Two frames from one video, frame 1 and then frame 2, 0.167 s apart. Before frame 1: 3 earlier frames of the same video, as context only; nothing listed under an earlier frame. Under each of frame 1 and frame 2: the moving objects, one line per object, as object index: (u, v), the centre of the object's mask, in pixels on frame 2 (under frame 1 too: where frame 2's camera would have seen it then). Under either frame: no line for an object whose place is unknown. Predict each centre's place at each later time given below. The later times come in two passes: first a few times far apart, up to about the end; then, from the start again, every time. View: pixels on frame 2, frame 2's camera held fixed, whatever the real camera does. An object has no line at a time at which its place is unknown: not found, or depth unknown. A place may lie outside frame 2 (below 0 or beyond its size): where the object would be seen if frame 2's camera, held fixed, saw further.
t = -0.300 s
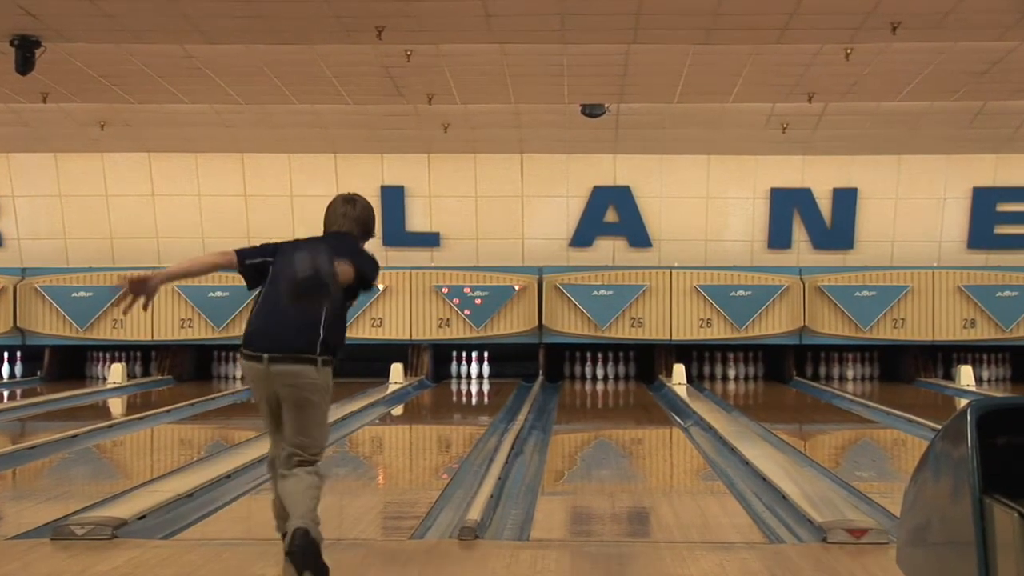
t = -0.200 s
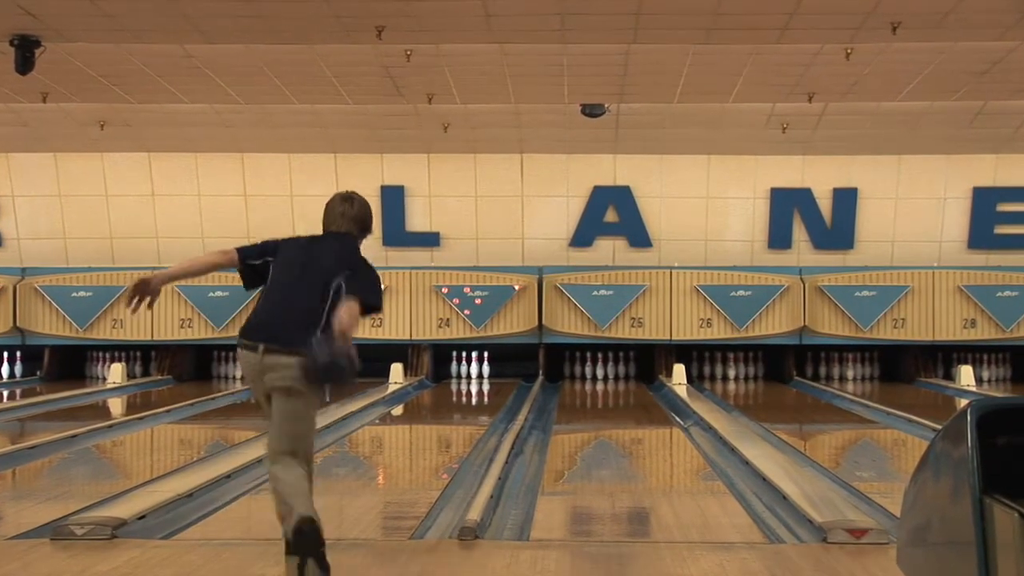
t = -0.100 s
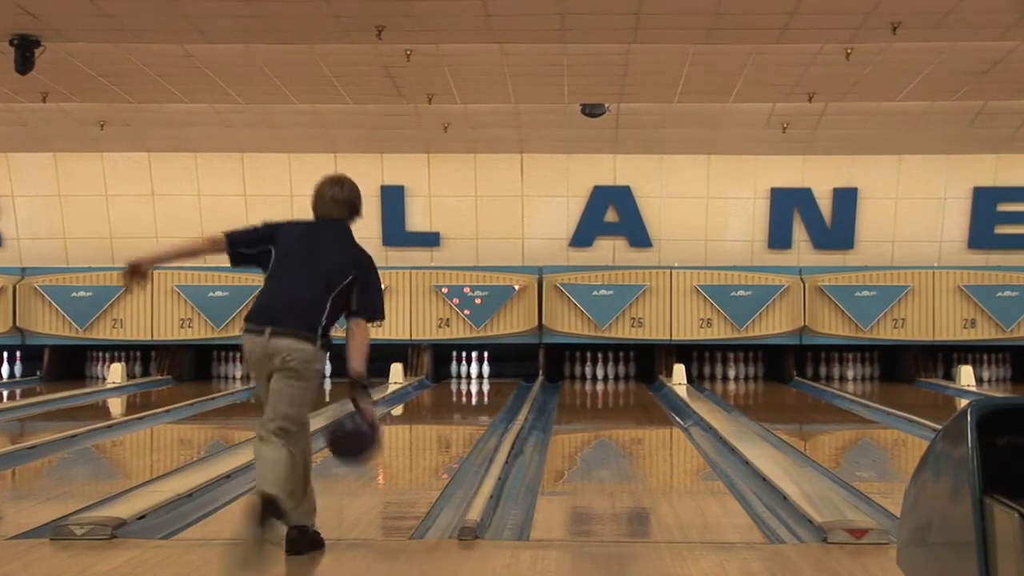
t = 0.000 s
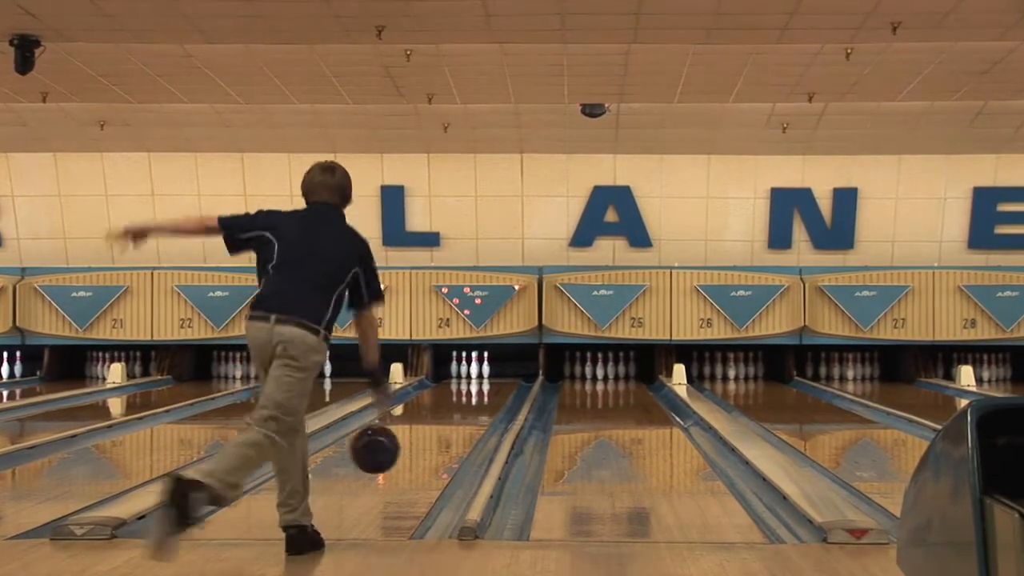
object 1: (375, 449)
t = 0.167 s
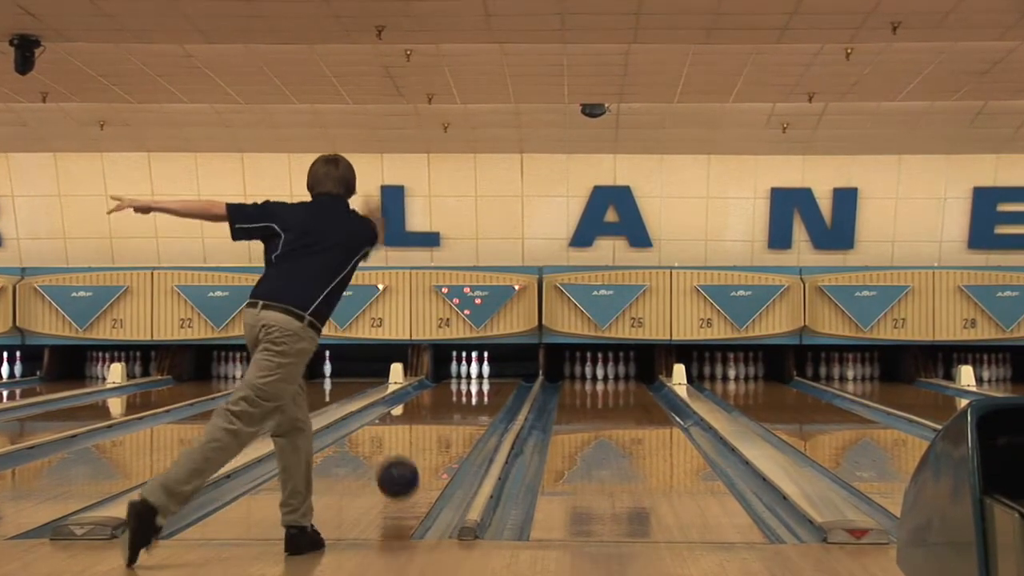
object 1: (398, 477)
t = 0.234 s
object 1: (405, 480)
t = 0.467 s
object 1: (426, 454)
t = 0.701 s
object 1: (440, 435)
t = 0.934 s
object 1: (450, 421)
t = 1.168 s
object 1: (459, 408)
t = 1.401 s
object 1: (463, 398)
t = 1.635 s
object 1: (466, 391)
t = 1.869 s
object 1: (469, 385)
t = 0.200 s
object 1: (402, 485)
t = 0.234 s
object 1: (405, 480)
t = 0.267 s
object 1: (409, 475)
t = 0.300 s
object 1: (412, 472)
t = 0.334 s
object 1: (415, 468)
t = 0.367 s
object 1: (418, 464)
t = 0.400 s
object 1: (421, 460)
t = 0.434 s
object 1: (423, 457)
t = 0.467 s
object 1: (426, 454)
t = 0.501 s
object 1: (428, 450)
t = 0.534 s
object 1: (431, 447)
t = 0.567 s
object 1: (432, 445)
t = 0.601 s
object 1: (435, 442)
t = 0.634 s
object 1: (436, 440)
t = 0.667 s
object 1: (438, 437)
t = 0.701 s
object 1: (440, 435)
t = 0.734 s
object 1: (442, 433)
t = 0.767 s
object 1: (444, 431)
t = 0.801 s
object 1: (445, 429)
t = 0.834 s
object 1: (447, 426)
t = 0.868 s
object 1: (448, 425)
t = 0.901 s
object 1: (449, 423)
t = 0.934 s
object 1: (450, 421)
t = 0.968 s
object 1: (451, 419)
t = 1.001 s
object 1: (453, 416)
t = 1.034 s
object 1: (454, 415)
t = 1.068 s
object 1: (455, 414)
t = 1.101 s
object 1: (456, 413)
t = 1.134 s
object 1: (458, 410)
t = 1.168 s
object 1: (459, 408)
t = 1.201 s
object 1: (459, 407)
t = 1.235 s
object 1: (459, 406)
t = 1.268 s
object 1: (460, 405)
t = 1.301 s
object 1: (461, 403)
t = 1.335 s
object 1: (462, 401)
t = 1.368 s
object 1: (463, 400)
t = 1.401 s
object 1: (463, 398)
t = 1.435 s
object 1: (464, 398)
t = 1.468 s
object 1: (465, 396)
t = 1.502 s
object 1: (465, 395)
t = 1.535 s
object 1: (466, 394)
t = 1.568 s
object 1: (466, 393)
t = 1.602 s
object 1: (467, 393)
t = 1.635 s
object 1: (466, 391)
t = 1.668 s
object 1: (467, 389)
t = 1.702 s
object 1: (468, 388)
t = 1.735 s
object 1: (468, 387)
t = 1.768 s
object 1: (468, 386)
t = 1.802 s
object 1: (469, 386)
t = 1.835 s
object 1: (469, 385)
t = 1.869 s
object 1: (469, 385)
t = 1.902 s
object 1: (469, 384)
